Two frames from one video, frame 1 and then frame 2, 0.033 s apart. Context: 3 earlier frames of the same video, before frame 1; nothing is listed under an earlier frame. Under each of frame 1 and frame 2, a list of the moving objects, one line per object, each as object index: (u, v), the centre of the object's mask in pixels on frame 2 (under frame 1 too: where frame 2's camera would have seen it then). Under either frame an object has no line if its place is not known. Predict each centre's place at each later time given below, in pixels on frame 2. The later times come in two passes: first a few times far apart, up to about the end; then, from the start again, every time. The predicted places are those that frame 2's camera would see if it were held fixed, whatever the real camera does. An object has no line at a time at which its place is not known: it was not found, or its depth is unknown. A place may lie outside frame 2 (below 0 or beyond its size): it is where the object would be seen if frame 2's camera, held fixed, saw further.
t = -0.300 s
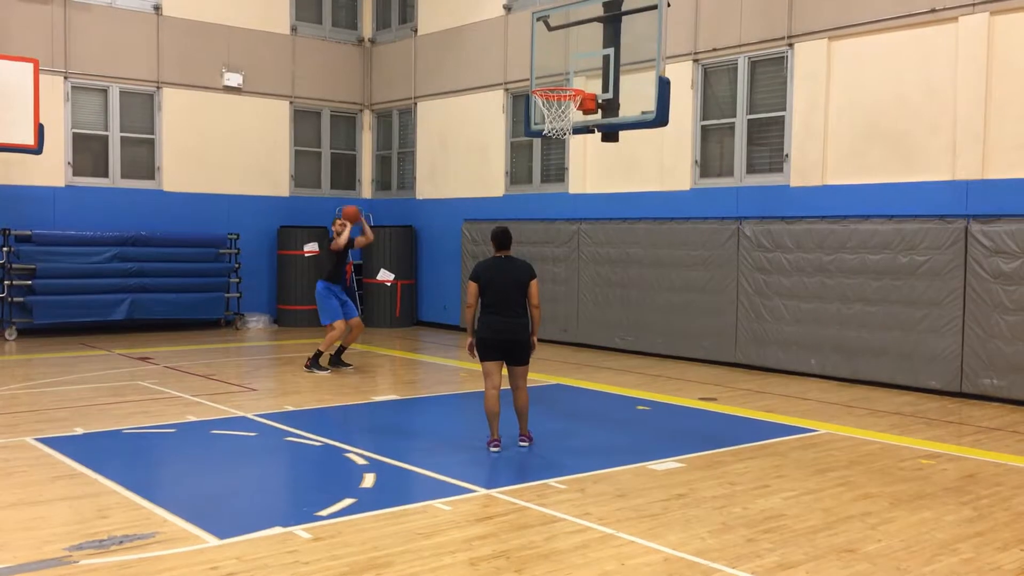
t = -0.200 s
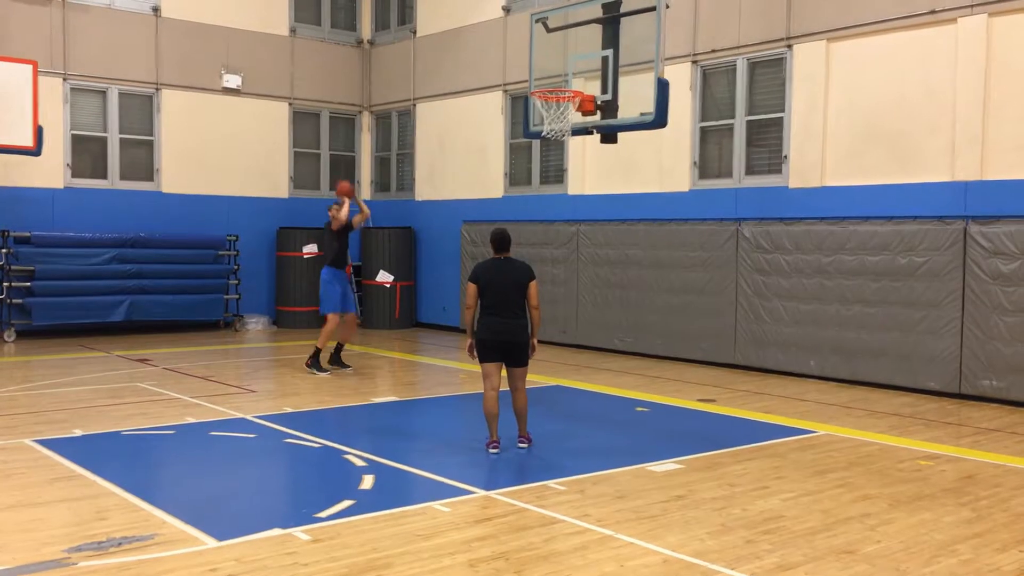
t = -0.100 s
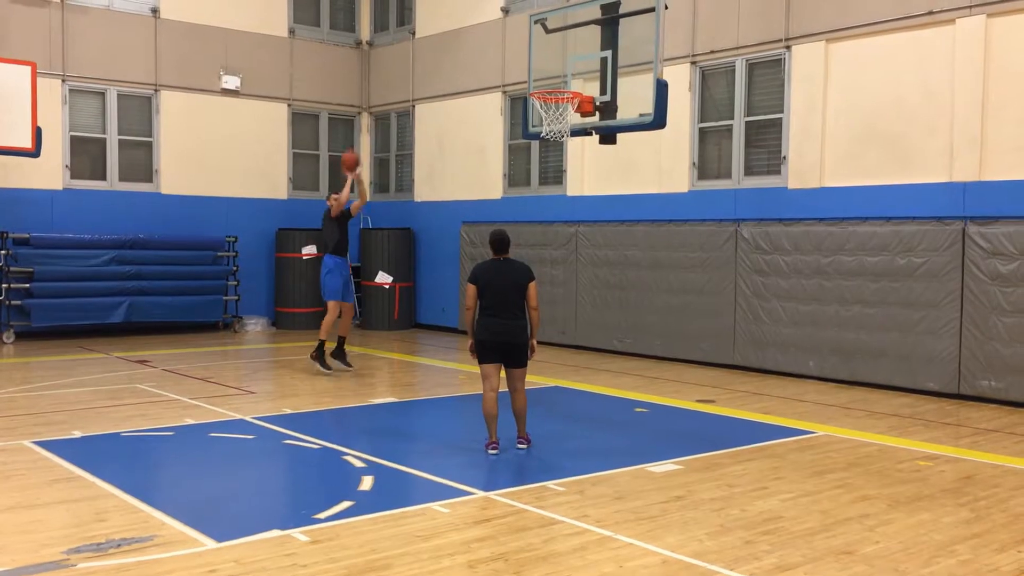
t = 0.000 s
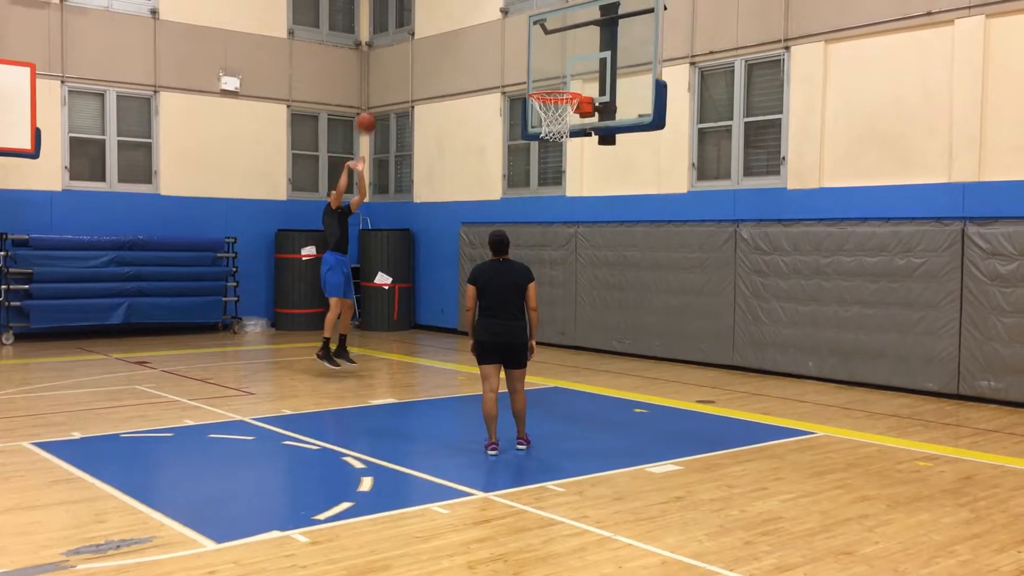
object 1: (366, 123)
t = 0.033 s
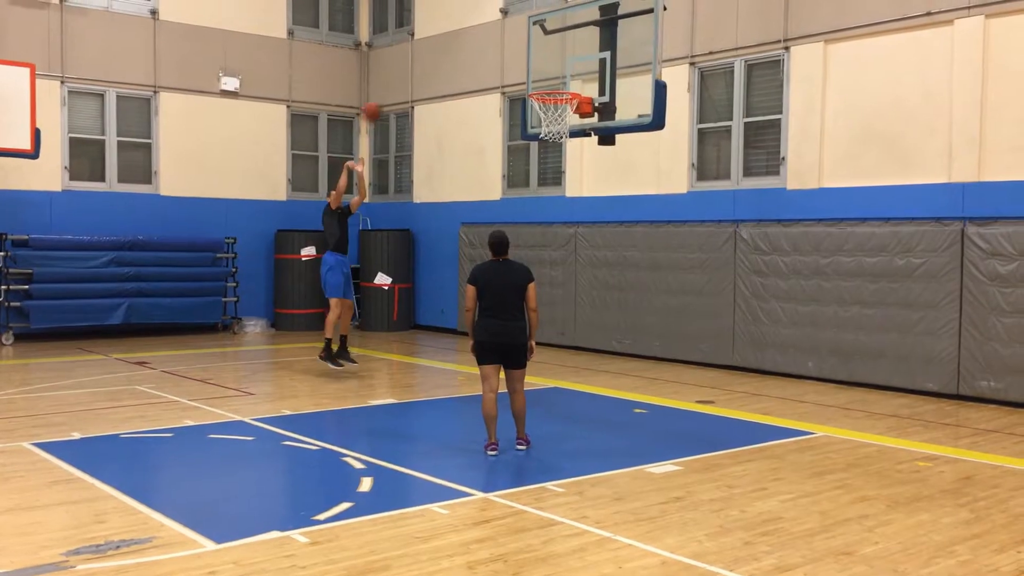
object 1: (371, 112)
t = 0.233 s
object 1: (411, 57)
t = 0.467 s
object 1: (462, 34)
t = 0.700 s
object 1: (521, 63)
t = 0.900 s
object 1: (567, 116)
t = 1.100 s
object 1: (579, 137)
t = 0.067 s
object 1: (379, 100)
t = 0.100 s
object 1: (385, 91)
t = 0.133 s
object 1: (391, 81)
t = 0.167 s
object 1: (397, 72)
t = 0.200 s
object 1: (404, 65)
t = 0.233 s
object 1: (411, 57)
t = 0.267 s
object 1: (417, 52)
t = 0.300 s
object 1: (424, 46)
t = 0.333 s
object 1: (432, 41)
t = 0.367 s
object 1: (439, 38)
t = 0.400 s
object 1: (447, 36)
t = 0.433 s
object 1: (455, 34)
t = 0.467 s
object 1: (462, 34)
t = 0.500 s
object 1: (470, 35)
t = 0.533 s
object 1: (479, 36)
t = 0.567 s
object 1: (486, 39)
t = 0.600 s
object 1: (495, 43)
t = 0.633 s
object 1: (504, 48)
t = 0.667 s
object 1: (512, 55)
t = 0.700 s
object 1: (521, 63)
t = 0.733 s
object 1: (530, 71)
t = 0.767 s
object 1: (539, 81)
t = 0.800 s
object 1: (550, 87)
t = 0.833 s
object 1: (558, 109)
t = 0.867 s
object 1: (564, 115)
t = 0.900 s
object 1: (567, 116)
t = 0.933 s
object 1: (569, 117)
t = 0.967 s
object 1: (571, 118)
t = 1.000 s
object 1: (573, 121)
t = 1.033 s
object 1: (575, 124)
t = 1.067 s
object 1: (577, 130)
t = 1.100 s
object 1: (579, 137)
